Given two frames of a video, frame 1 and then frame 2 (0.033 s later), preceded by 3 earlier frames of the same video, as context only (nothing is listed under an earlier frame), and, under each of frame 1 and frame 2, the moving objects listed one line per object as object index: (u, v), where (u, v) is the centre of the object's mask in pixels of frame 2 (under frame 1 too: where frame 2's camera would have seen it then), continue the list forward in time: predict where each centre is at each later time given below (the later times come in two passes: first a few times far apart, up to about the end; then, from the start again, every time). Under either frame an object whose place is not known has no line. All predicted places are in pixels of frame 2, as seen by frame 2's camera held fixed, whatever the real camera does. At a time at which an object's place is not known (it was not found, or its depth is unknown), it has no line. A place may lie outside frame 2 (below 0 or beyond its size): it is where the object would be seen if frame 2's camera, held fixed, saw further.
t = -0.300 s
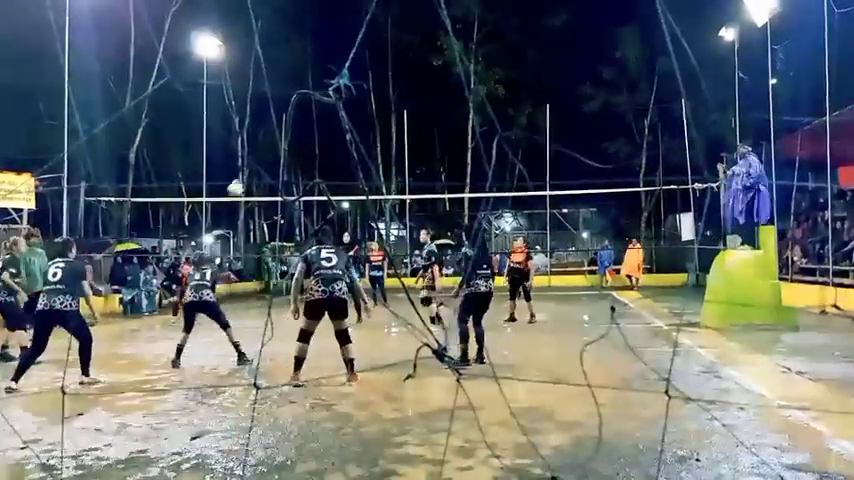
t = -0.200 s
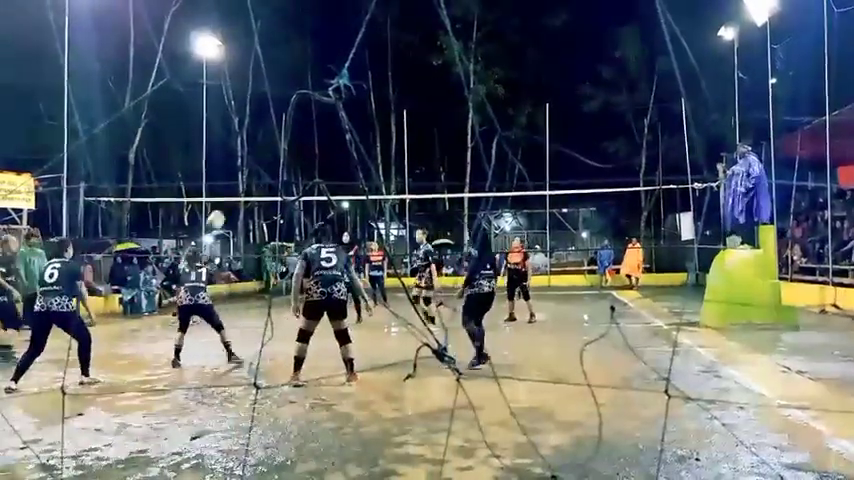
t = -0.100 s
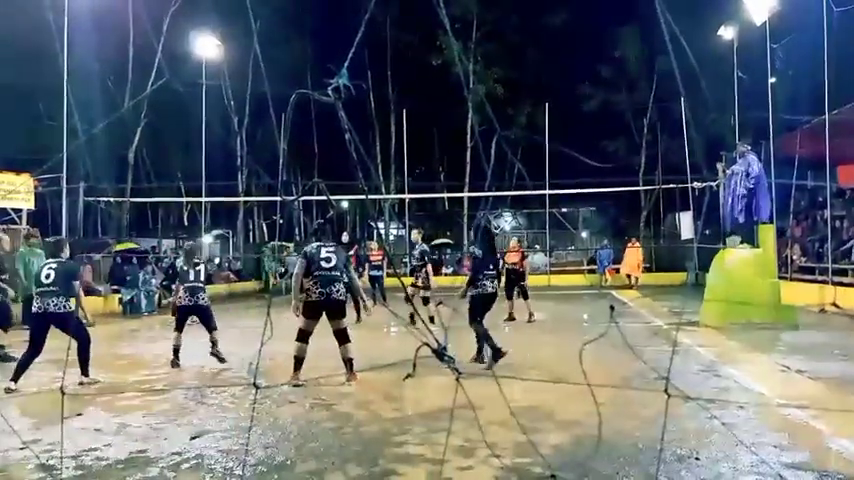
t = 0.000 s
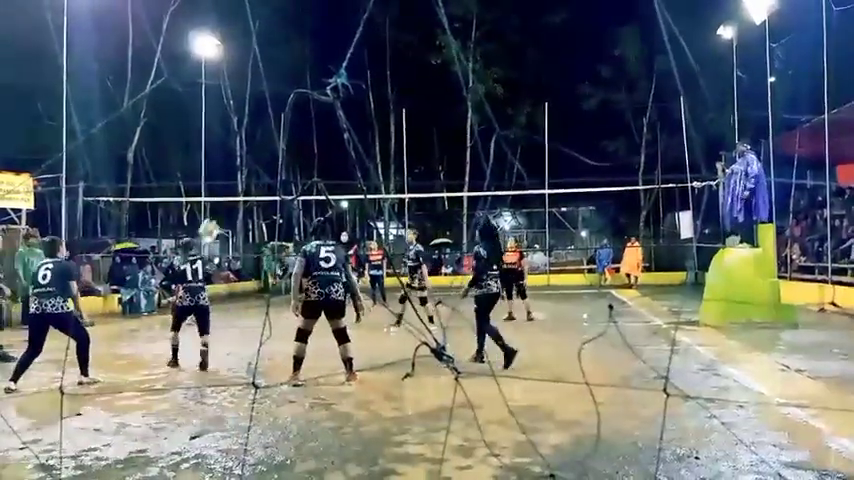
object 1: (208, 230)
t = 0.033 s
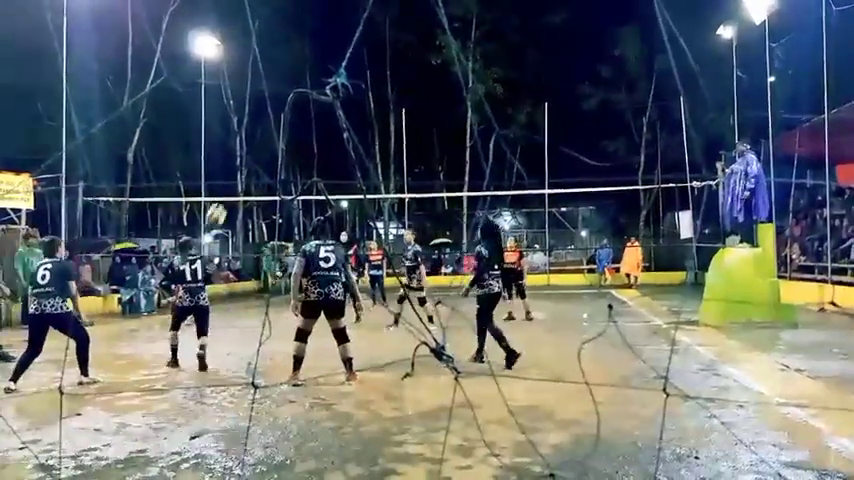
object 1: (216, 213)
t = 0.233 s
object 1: (259, 145)
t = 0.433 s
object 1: (297, 110)
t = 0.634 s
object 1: (334, 108)
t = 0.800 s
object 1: (362, 127)
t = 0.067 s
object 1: (224, 199)
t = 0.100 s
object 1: (231, 186)
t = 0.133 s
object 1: (238, 174)
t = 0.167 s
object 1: (245, 164)
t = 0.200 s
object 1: (253, 153)
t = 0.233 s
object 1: (259, 145)
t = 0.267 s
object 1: (265, 137)
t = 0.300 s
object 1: (270, 130)
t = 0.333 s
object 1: (279, 123)
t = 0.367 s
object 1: (285, 119)
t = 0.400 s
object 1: (291, 115)
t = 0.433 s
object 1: (297, 110)
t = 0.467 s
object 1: (304, 108)
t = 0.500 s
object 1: (310, 107)
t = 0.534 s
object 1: (316, 106)
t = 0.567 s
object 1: (322, 106)
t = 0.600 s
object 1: (327, 107)
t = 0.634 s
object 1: (334, 108)
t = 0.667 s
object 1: (339, 110)
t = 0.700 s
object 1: (345, 113)
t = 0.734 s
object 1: (351, 117)
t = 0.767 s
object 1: (356, 122)
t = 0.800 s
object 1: (362, 127)
